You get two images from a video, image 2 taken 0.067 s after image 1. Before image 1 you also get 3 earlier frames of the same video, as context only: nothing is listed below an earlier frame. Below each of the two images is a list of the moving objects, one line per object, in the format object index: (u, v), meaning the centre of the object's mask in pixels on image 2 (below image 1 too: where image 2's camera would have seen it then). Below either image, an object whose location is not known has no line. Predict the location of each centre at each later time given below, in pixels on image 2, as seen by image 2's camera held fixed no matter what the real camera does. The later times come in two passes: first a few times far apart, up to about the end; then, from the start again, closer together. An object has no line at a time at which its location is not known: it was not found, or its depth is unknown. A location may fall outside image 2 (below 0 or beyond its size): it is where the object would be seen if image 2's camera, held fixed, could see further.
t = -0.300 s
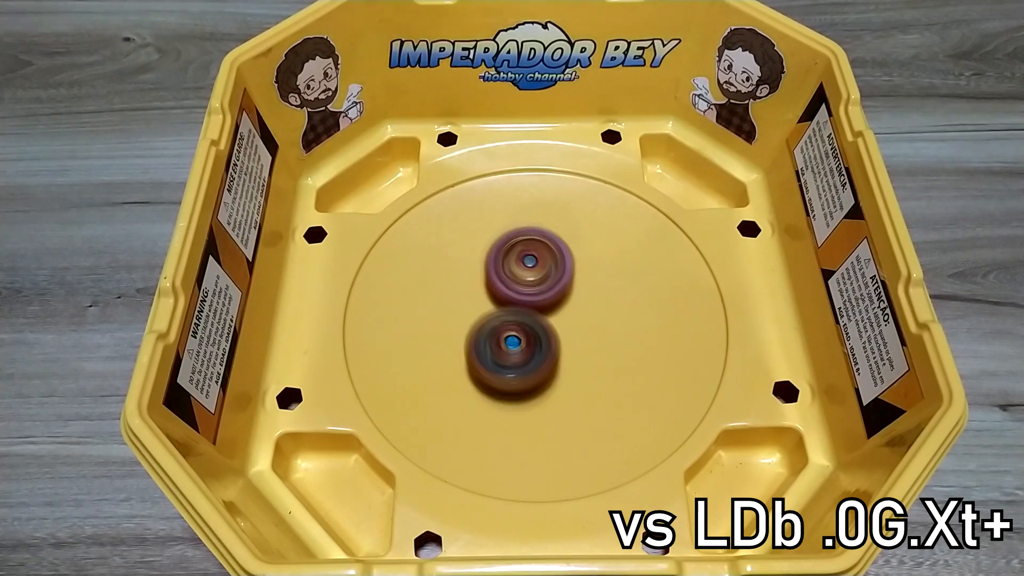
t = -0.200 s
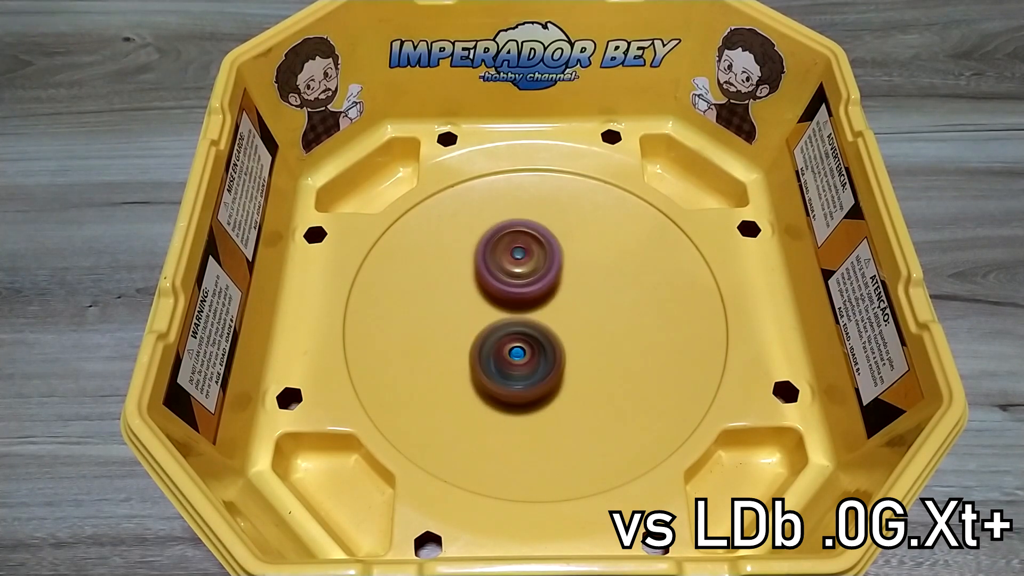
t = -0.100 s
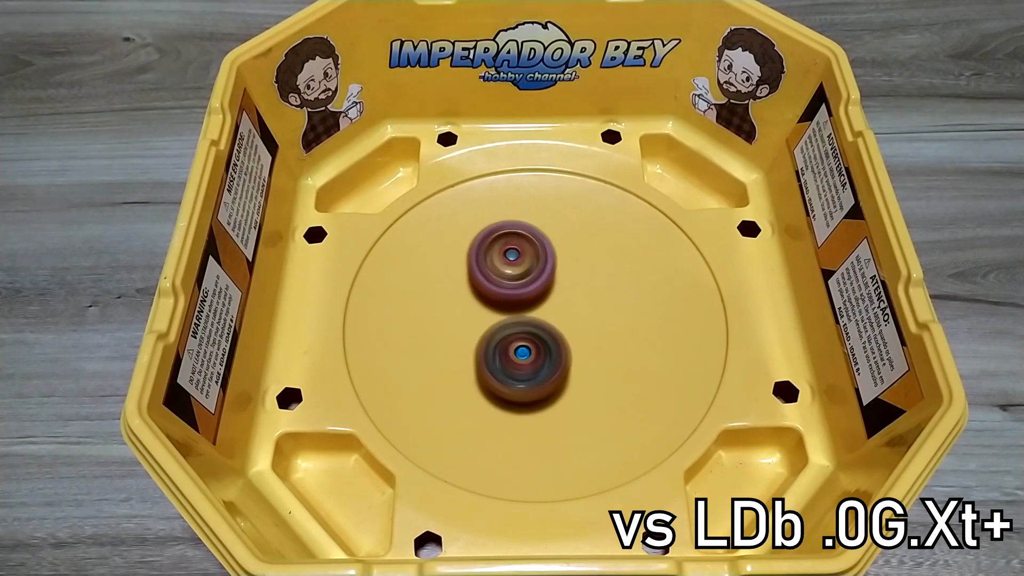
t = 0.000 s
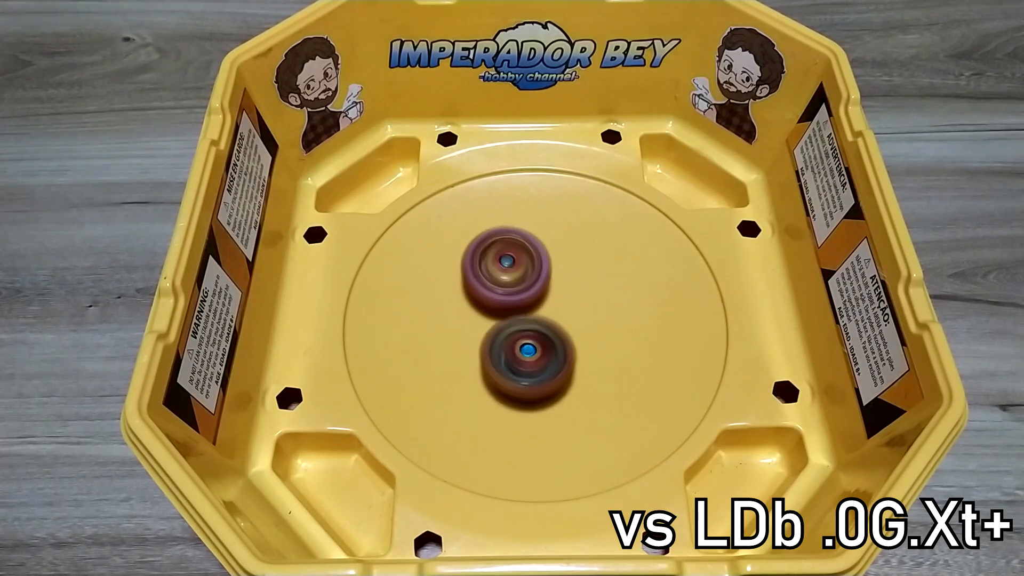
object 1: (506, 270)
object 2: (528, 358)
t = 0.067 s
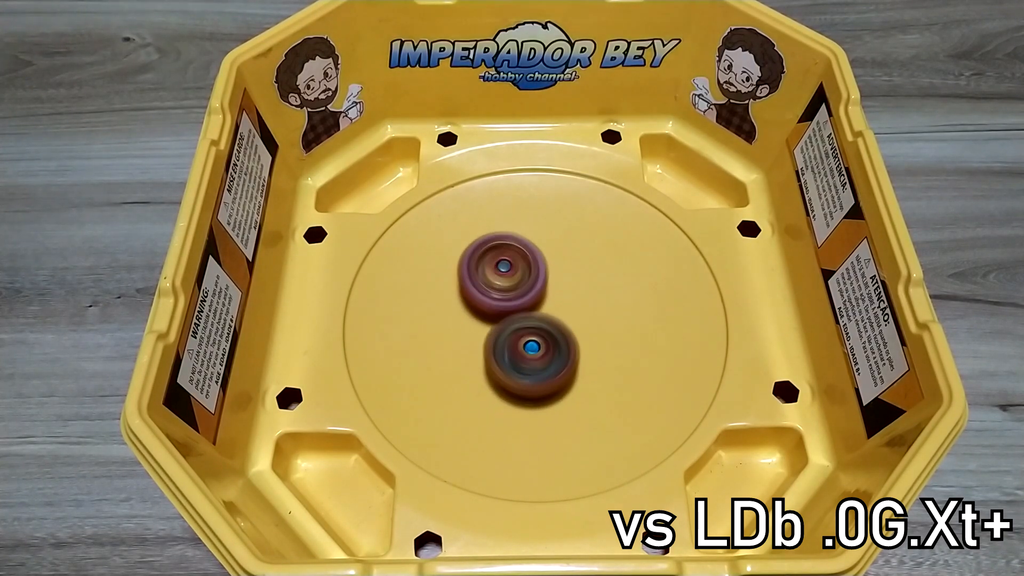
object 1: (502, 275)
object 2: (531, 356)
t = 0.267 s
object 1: (489, 277)
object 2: (555, 366)
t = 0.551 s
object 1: (485, 302)
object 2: (583, 355)
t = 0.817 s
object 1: (489, 318)
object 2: (588, 331)
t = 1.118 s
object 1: (488, 324)
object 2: (587, 318)
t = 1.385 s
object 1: (471, 321)
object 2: (601, 306)
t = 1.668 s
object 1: (469, 320)
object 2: (621, 295)
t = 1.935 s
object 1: (476, 310)
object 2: (619, 288)
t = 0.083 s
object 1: (501, 276)
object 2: (532, 356)
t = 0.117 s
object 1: (496, 276)
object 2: (538, 362)
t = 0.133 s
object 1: (495, 276)
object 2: (539, 364)
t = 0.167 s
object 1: (492, 274)
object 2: (544, 368)
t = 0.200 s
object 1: (491, 274)
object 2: (548, 368)
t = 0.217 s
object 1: (490, 275)
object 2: (550, 369)
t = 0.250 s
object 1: (489, 276)
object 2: (554, 367)
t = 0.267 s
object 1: (489, 277)
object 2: (555, 366)
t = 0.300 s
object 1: (489, 280)
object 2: (558, 366)
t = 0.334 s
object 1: (490, 283)
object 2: (560, 363)
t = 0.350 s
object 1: (490, 285)
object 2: (562, 362)
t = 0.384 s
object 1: (491, 288)
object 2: (564, 360)
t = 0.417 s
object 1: (492, 292)
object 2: (566, 357)
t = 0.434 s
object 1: (493, 294)
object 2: (567, 355)
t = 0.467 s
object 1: (493, 298)
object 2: (568, 353)
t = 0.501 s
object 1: (492, 302)
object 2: (571, 352)
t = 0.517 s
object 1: (488, 301)
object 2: (578, 353)
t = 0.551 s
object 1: (485, 302)
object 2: (583, 355)
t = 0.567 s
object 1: (484, 302)
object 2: (584, 354)
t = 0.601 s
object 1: (483, 304)
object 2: (587, 353)
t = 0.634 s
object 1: (483, 306)
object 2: (589, 351)
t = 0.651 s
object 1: (483, 306)
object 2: (590, 349)
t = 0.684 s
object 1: (484, 309)
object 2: (591, 345)
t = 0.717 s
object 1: (485, 311)
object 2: (590, 342)
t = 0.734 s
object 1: (486, 312)
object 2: (590, 340)
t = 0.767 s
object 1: (487, 315)
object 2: (589, 336)
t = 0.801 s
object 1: (489, 317)
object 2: (587, 332)
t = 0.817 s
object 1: (489, 318)
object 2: (588, 331)
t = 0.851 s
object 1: (485, 319)
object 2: (592, 330)
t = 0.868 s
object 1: (483, 319)
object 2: (592, 330)
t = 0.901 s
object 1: (481, 320)
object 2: (594, 328)
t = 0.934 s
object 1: (480, 321)
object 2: (595, 326)
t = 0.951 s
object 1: (480, 321)
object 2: (595, 325)
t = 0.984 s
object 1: (480, 321)
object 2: (595, 322)
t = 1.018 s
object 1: (481, 321)
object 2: (594, 321)
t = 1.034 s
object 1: (482, 321)
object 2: (594, 320)
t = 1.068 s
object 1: (484, 322)
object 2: (592, 319)
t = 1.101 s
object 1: (486, 323)
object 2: (589, 318)
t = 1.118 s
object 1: (488, 324)
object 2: (587, 318)
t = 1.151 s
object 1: (487, 325)
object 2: (590, 317)
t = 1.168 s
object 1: (486, 325)
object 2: (591, 316)
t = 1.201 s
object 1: (479, 326)
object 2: (600, 314)
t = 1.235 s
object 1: (475, 326)
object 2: (602, 313)
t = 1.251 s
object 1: (473, 326)
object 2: (603, 312)
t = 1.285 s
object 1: (472, 325)
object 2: (603, 310)
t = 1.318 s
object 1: (470, 324)
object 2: (602, 309)
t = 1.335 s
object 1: (470, 324)
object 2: (602, 308)
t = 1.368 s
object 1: (470, 322)
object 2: (601, 307)
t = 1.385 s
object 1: (471, 321)
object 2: (601, 306)
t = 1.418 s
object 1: (474, 320)
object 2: (599, 305)
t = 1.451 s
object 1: (477, 318)
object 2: (597, 304)
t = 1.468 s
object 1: (478, 318)
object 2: (595, 304)
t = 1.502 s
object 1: (482, 317)
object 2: (593, 303)
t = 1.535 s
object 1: (487, 316)
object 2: (589, 303)
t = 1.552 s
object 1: (491, 316)
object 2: (587, 303)
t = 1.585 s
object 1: (489, 318)
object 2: (592, 301)
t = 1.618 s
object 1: (477, 320)
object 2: (610, 298)
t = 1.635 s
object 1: (475, 320)
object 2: (613, 296)
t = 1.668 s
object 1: (469, 320)
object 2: (621, 295)
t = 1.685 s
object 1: (467, 320)
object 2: (623, 294)
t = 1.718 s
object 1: (466, 318)
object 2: (624, 292)
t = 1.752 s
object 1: (465, 316)
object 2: (624, 290)
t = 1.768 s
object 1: (465, 316)
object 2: (623, 290)
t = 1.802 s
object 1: (465, 314)
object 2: (623, 289)
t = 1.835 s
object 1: (466, 312)
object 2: (622, 288)
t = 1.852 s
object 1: (468, 312)
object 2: (621, 288)
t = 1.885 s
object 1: (471, 311)
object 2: (621, 288)
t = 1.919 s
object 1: (475, 310)
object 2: (620, 287)
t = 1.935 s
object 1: (476, 310)
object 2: (619, 288)
